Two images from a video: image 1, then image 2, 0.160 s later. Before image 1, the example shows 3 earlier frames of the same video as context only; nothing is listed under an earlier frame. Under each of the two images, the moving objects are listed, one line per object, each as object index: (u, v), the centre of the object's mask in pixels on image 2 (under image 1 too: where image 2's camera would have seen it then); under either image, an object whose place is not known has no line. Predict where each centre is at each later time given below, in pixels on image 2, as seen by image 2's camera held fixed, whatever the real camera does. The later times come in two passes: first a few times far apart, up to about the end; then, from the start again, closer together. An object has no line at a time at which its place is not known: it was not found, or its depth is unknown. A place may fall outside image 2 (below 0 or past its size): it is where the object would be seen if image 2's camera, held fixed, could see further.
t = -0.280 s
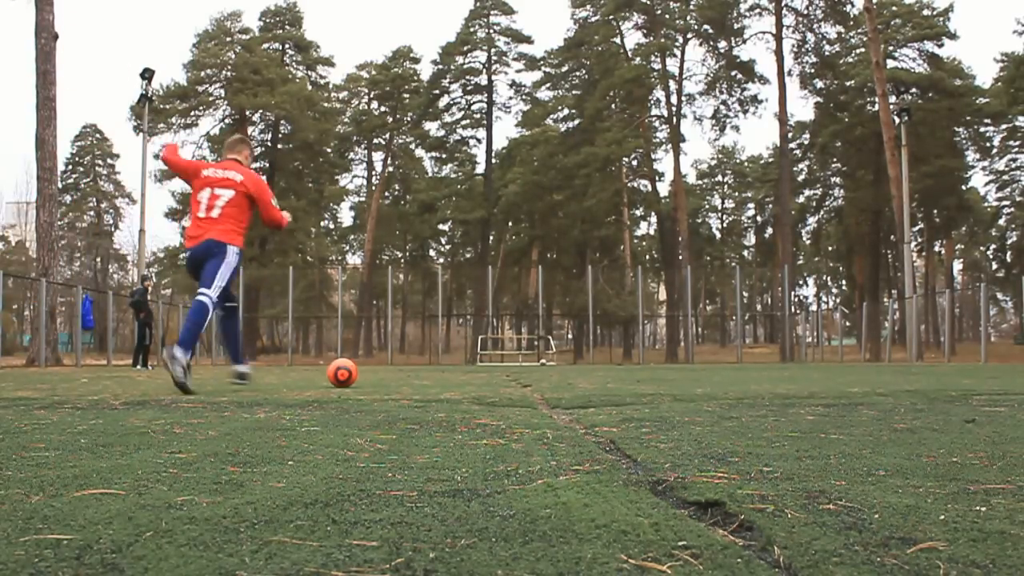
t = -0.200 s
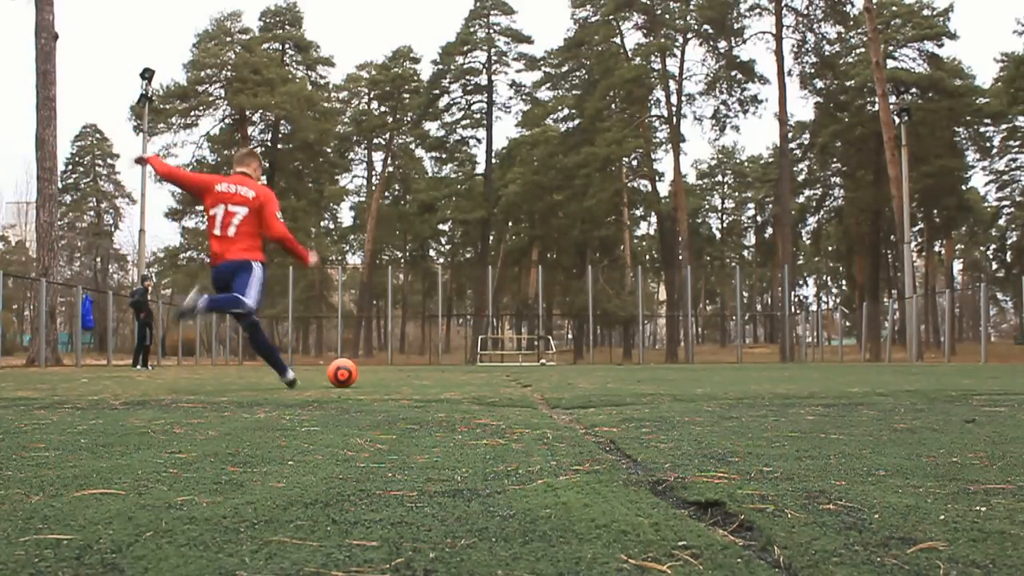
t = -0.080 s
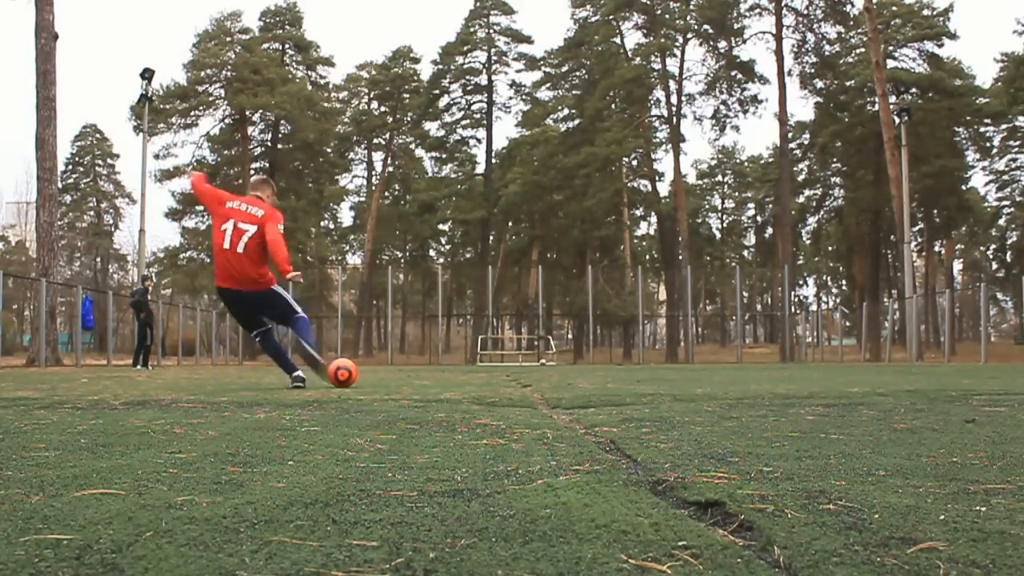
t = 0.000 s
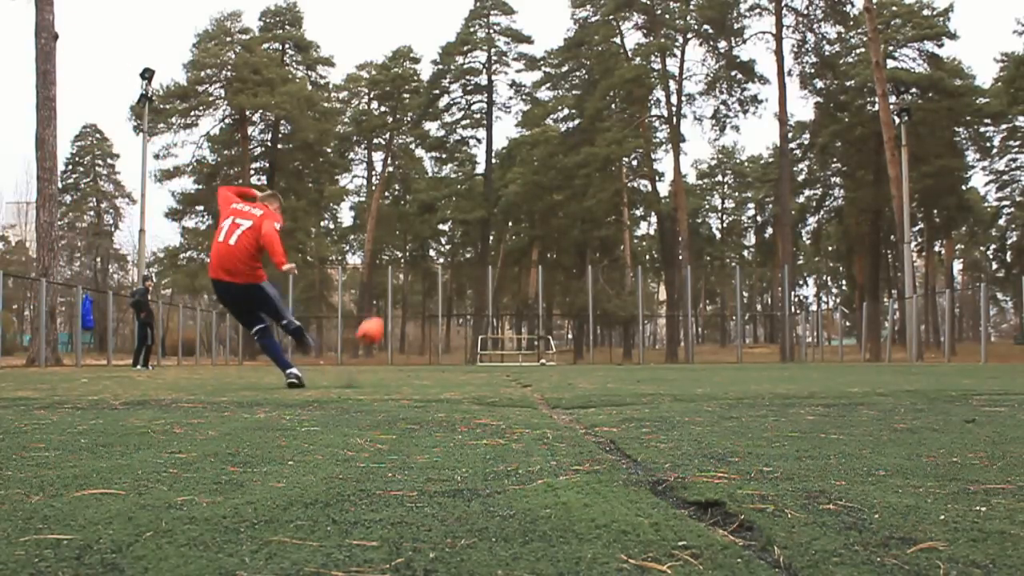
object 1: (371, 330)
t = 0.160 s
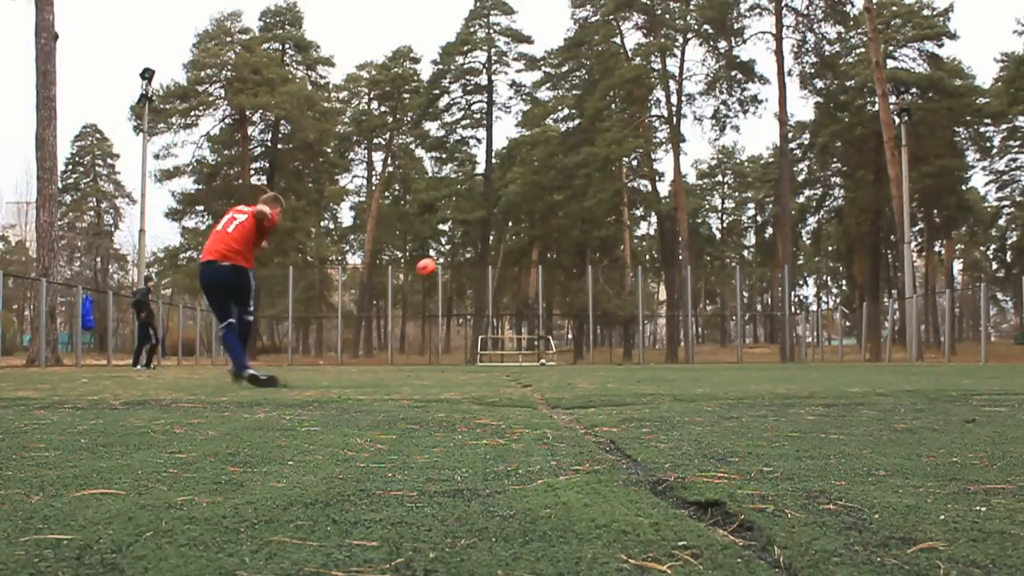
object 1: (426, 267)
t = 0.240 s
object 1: (445, 252)
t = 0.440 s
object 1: (472, 242)
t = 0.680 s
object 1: (496, 251)
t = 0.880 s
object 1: (514, 267)
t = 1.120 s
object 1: (527, 295)
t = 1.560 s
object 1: (553, 357)
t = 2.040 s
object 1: (564, 360)
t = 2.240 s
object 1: (566, 361)
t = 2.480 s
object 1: (570, 361)
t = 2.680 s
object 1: (573, 362)
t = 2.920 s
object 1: (577, 362)
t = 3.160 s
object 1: (581, 362)
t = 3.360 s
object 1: (583, 362)
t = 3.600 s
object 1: (587, 362)
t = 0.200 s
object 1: (436, 260)
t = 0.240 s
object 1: (445, 252)
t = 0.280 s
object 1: (451, 249)
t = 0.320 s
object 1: (457, 245)
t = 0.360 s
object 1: (462, 243)
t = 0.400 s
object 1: (467, 243)
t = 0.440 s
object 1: (472, 242)
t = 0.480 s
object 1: (476, 242)
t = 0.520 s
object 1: (480, 243)
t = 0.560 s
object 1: (484, 244)
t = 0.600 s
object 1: (488, 246)
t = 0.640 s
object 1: (492, 248)
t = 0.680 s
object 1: (496, 251)
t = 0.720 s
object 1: (501, 253)
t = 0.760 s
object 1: (504, 257)
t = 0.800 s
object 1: (508, 259)
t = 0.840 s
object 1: (511, 263)
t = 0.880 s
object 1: (514, 267)
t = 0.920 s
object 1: (517, 271)
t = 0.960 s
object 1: (519, 275)
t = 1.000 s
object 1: (521, 280)
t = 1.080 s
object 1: (526, 290)
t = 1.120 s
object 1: (527, 295)
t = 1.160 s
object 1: (530, 301)
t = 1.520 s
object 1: (550, 354)
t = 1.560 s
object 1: (553, 357)
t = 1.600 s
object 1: (553, 356)
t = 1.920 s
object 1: (563, 357)
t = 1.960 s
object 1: (564, 359)
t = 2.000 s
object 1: (564, 360)
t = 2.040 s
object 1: (564, 360)
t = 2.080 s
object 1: (565, 359)
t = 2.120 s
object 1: (565, 360)
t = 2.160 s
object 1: (565, 360)
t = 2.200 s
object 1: (566, 360)
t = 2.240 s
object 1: (566, 361)
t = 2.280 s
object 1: (567, 361)
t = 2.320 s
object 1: (568, 361)
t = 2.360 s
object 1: (569, 361)
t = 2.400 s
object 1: (569, 361)
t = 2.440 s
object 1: (570, 361)
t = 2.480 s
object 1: (570, 361)
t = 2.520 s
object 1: (571, 361)
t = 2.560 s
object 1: (572, 361)
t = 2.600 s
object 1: (572, 362)
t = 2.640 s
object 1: (573, 362)
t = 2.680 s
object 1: (573, 362)
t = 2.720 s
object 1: (574, 362)
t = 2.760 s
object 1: (574, 362)
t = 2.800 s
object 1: (575, 362)
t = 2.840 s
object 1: (576, 362)
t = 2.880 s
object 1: (577, 362)
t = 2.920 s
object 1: (577, 362)
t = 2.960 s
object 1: (578, 362)
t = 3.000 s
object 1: (578, 362)
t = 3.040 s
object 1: (579, 362)
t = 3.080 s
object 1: (579, 362)
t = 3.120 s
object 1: (580, 362)
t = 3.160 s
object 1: (581, 362)
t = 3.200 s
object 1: (581, 362)
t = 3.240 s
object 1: (582, 362)
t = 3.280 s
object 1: (582, 362)
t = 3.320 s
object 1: (583, 362)
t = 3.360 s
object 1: (583, 362)
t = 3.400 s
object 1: (584, 362)
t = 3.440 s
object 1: (585, 362)
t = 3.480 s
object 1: (585, 362)
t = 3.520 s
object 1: (586, 362)
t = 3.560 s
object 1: (586, 362)
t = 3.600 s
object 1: (587, 362)
